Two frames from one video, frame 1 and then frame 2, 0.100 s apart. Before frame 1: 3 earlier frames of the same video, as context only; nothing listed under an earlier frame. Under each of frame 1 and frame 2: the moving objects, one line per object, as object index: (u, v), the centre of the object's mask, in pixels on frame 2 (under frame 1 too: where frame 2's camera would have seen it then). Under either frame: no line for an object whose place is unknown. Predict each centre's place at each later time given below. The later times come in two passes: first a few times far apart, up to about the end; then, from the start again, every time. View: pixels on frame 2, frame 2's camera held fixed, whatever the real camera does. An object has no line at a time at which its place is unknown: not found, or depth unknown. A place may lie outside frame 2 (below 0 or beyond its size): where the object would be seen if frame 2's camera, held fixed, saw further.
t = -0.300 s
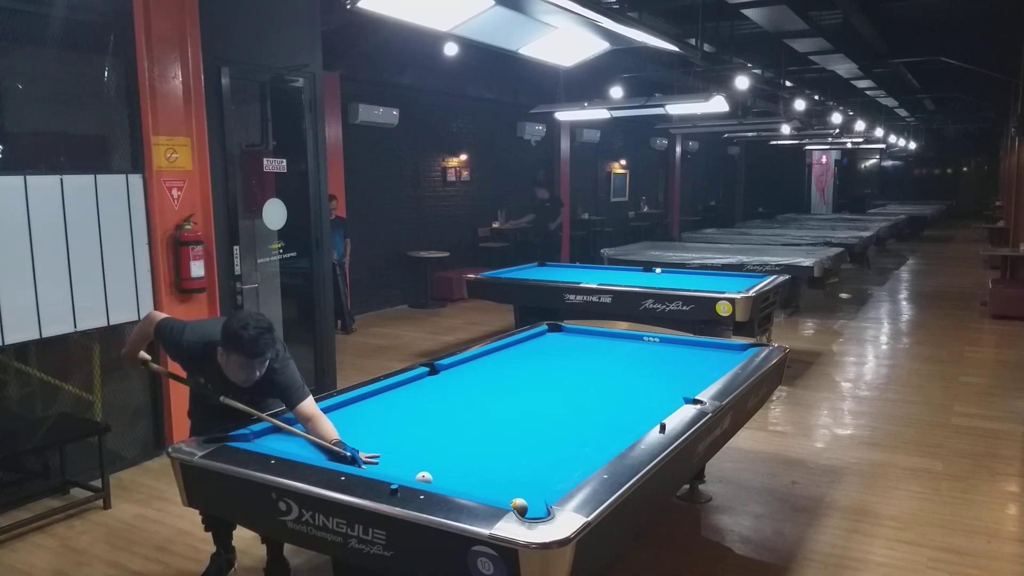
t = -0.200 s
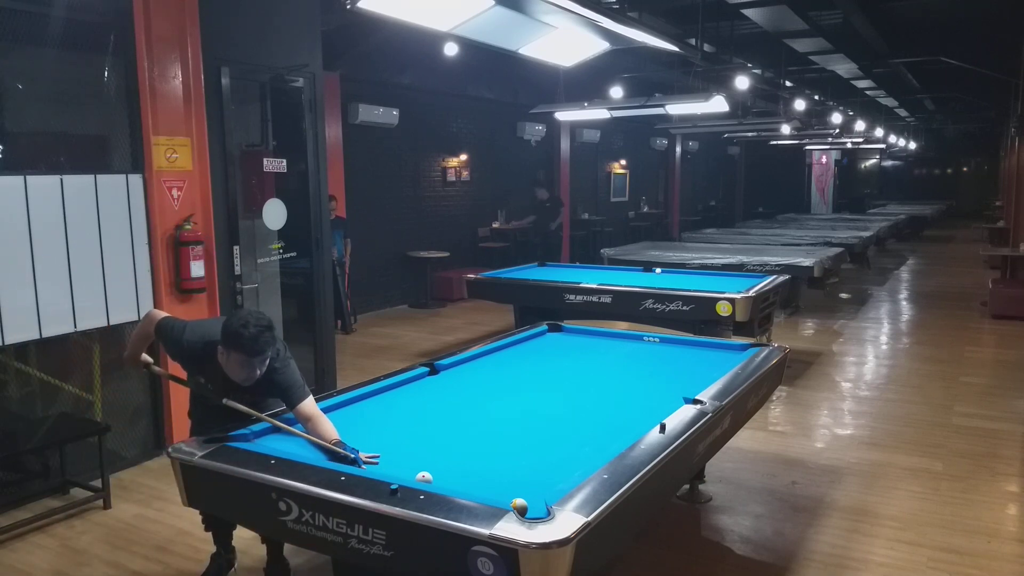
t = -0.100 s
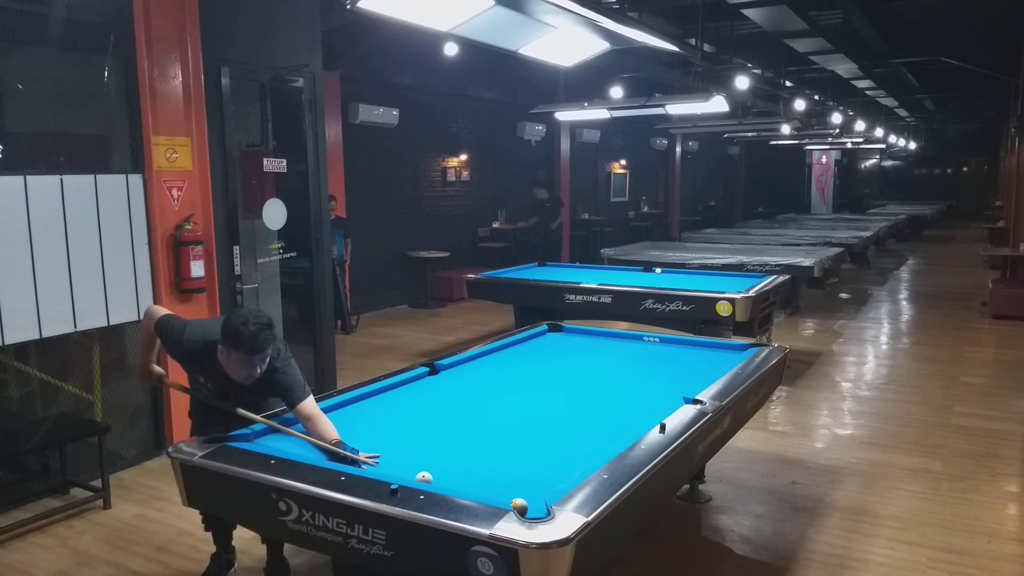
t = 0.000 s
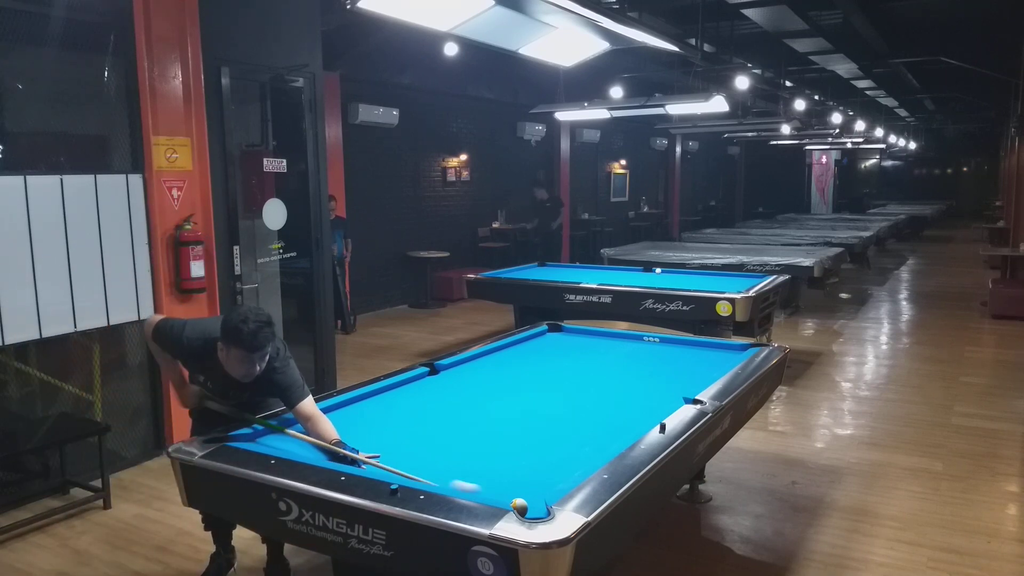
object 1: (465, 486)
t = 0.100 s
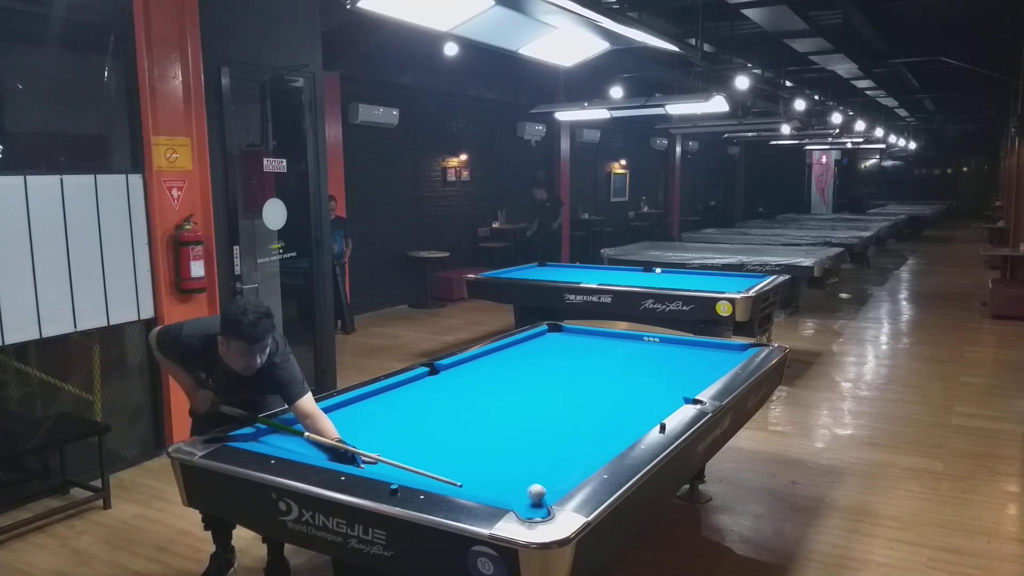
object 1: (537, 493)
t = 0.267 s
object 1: (506, 475)
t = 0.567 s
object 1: (473, 455)
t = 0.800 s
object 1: (450, 442)
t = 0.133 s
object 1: (529, 489)
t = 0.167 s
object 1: (522, 484)
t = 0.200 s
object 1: (517, 481)
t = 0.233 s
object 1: (511, 478)
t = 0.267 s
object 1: (506, 475)
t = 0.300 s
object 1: (502, 472)
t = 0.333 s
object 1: (498, 470)
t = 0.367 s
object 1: (494, 468)
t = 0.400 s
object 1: (491, 466)
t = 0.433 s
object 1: (487, 463)
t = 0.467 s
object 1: (483, 461)
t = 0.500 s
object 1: (480, 459)
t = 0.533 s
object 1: (476, 457)
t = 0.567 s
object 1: (473, 455)
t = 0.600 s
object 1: (469, 453)
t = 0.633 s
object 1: (466, 451)
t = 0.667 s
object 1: (463, 449)
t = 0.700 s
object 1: (460, 447)
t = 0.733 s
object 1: (457, 445)
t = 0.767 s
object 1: (453, 444)
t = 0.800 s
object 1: (450, 442)
